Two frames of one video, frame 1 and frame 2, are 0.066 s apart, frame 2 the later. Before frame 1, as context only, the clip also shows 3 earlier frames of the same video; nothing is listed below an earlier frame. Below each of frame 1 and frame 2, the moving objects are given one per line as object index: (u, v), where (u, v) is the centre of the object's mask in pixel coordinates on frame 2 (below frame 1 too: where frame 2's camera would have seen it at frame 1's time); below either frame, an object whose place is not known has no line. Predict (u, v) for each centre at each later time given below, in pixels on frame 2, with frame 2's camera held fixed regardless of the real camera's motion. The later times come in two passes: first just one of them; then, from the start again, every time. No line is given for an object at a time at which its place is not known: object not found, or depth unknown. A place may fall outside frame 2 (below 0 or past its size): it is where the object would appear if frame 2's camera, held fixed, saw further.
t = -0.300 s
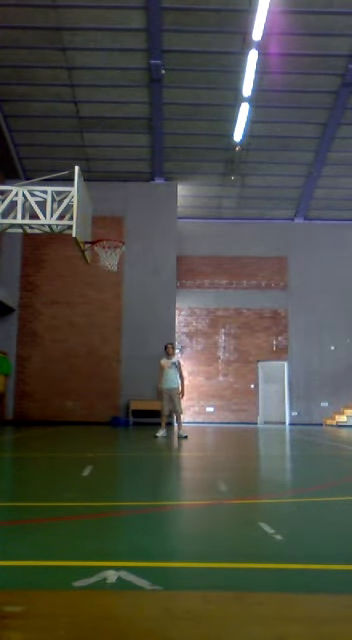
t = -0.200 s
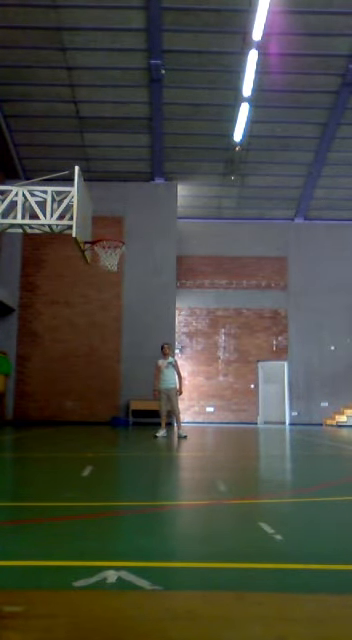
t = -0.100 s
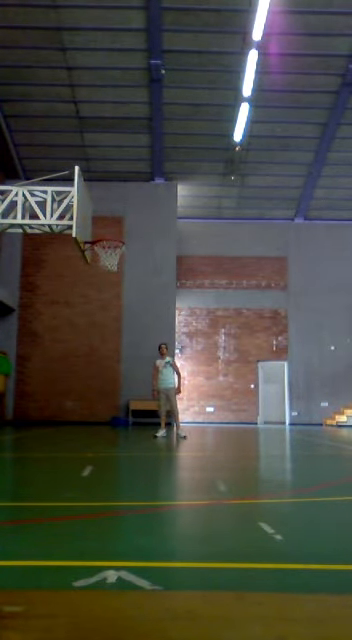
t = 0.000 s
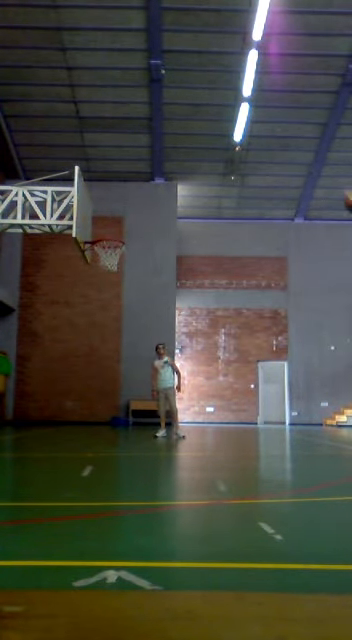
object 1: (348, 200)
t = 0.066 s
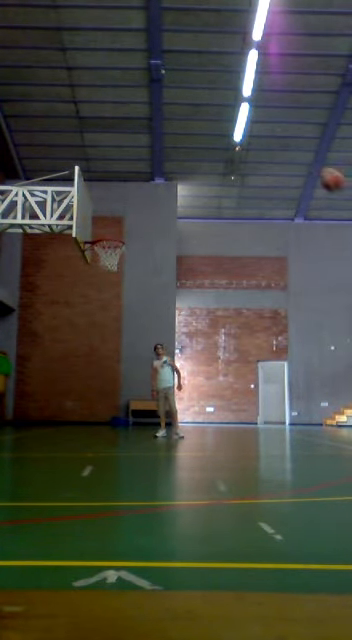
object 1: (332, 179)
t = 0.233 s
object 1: (282, 146)
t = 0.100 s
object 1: (321, 170)
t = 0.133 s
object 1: (311, 163)
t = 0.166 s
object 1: (301, 157)
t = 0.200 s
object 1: (292, 151)
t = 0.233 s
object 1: (282, 146)
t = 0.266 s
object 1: (273, 143)
